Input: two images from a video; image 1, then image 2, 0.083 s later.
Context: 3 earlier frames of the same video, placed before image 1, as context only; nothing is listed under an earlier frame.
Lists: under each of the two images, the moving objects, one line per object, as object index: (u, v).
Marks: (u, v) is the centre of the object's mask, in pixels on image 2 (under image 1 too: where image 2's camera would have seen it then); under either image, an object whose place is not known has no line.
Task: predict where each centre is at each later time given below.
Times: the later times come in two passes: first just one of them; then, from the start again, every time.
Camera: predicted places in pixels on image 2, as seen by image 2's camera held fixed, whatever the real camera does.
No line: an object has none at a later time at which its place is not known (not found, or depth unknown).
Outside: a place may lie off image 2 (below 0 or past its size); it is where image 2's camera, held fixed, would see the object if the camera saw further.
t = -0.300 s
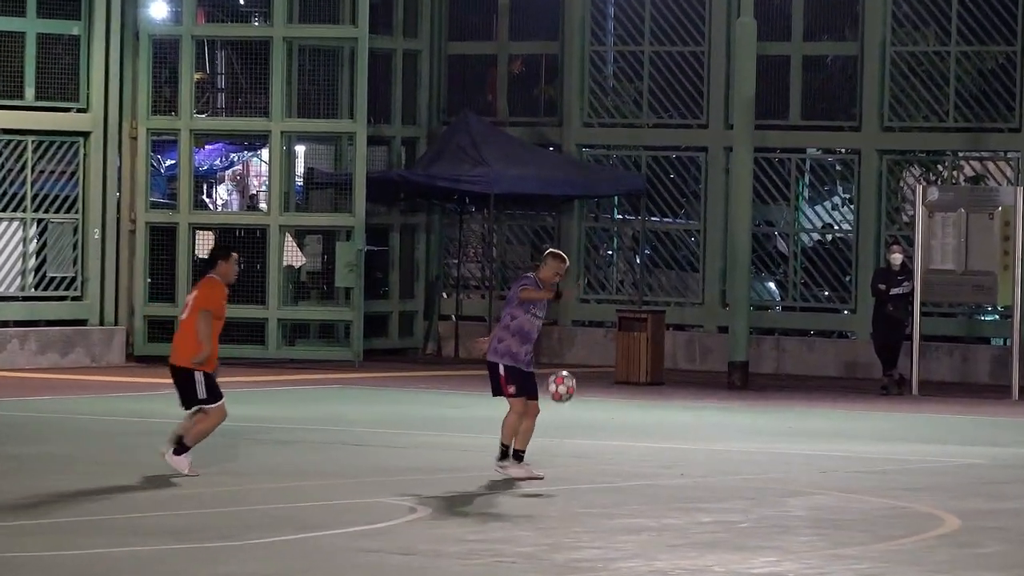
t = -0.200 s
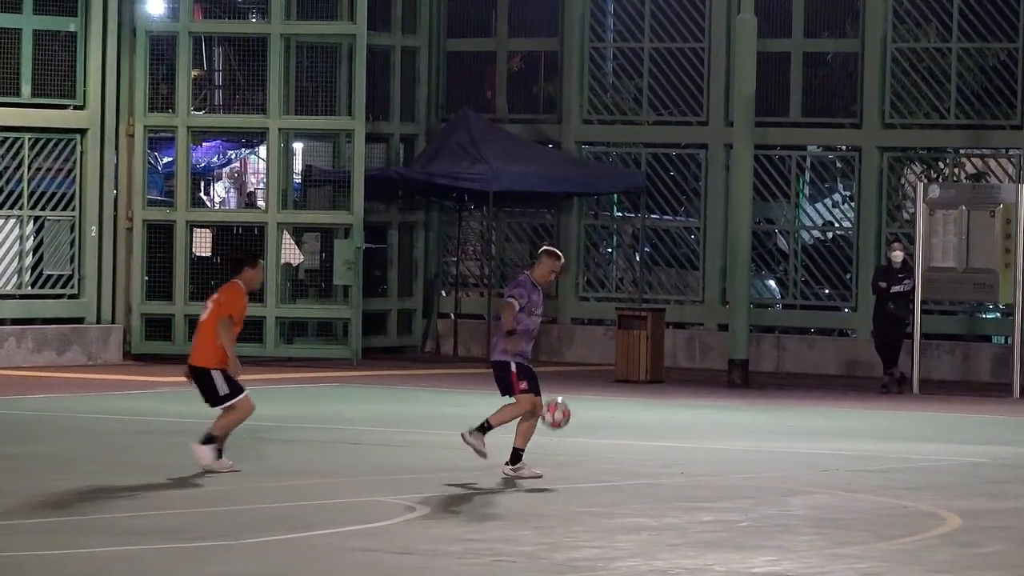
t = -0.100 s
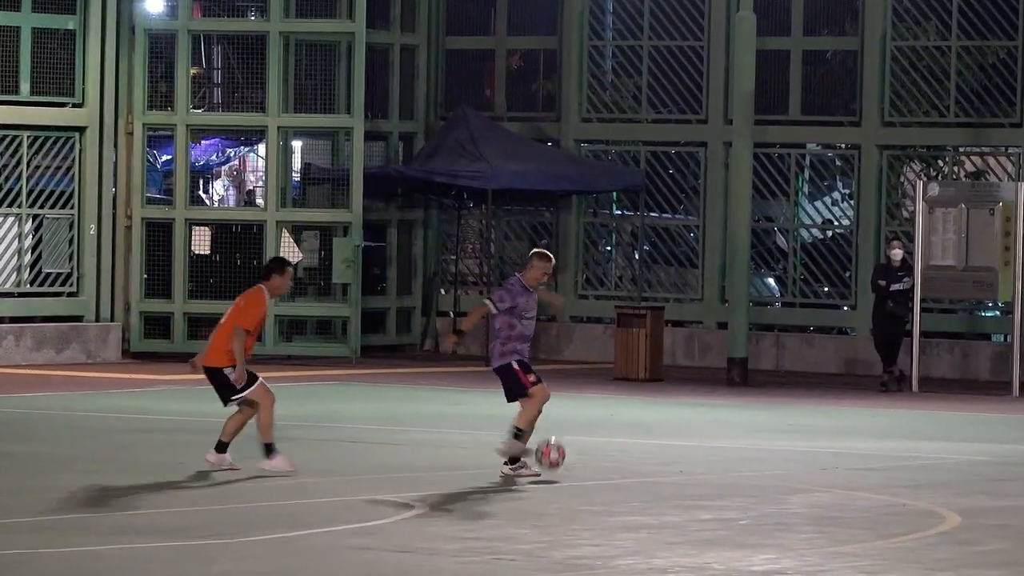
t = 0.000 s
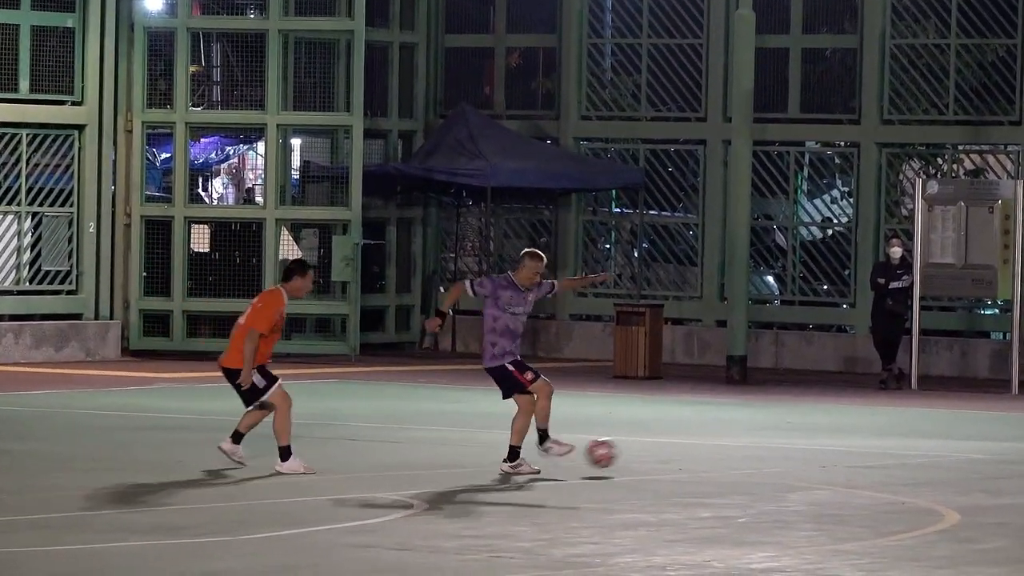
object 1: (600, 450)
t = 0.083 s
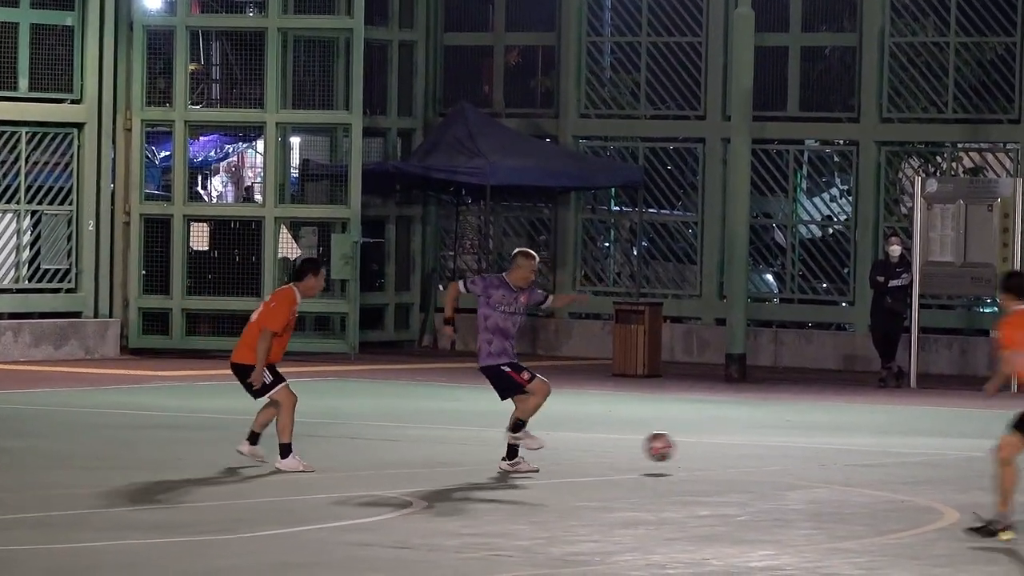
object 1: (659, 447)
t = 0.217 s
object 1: (744, 452)
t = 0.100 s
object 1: (670, 447)
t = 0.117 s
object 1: (681, 448)
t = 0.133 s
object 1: (692, 449)
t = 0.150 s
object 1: (704, 450)
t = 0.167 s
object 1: (715, 452)
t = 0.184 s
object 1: (727, 456)
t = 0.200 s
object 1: (736, 455)
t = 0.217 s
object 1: (744, 452)
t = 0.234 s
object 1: (752, 450)
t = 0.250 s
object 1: (761, 447)
